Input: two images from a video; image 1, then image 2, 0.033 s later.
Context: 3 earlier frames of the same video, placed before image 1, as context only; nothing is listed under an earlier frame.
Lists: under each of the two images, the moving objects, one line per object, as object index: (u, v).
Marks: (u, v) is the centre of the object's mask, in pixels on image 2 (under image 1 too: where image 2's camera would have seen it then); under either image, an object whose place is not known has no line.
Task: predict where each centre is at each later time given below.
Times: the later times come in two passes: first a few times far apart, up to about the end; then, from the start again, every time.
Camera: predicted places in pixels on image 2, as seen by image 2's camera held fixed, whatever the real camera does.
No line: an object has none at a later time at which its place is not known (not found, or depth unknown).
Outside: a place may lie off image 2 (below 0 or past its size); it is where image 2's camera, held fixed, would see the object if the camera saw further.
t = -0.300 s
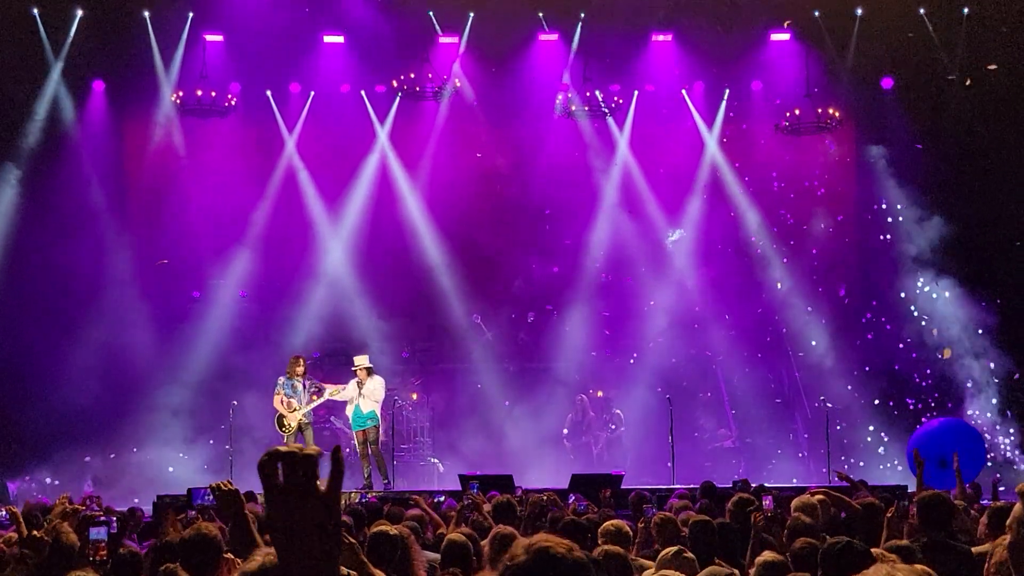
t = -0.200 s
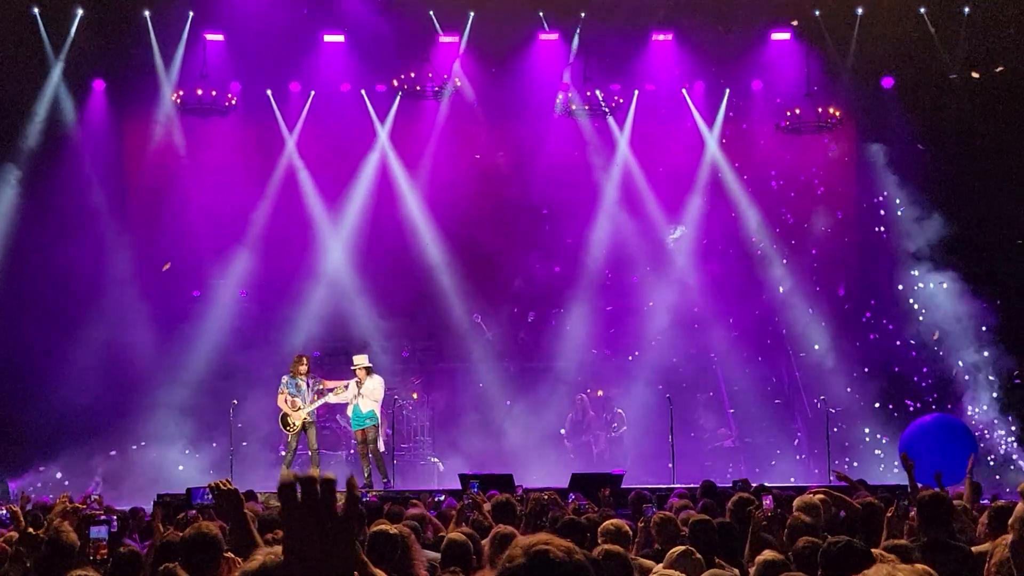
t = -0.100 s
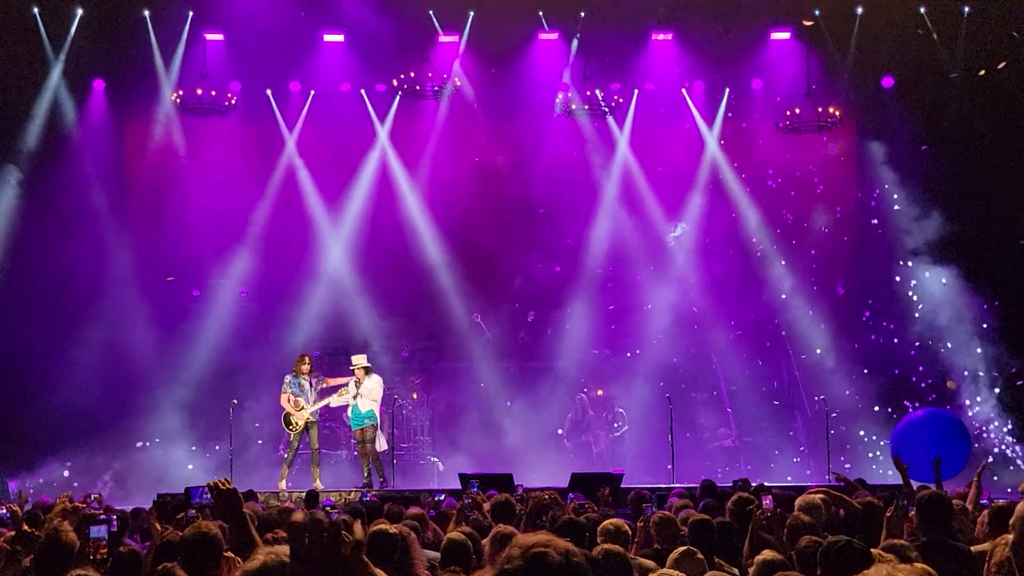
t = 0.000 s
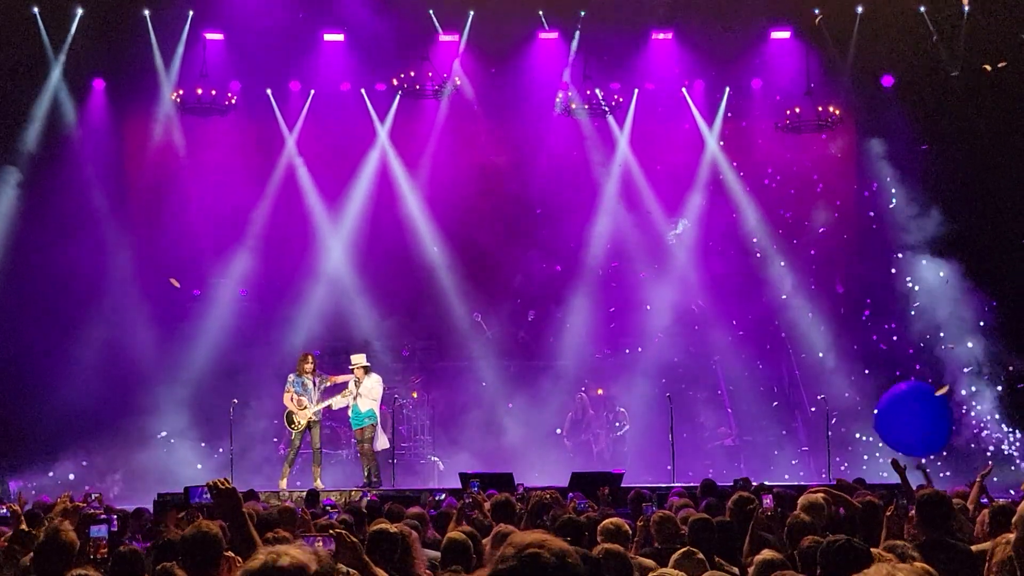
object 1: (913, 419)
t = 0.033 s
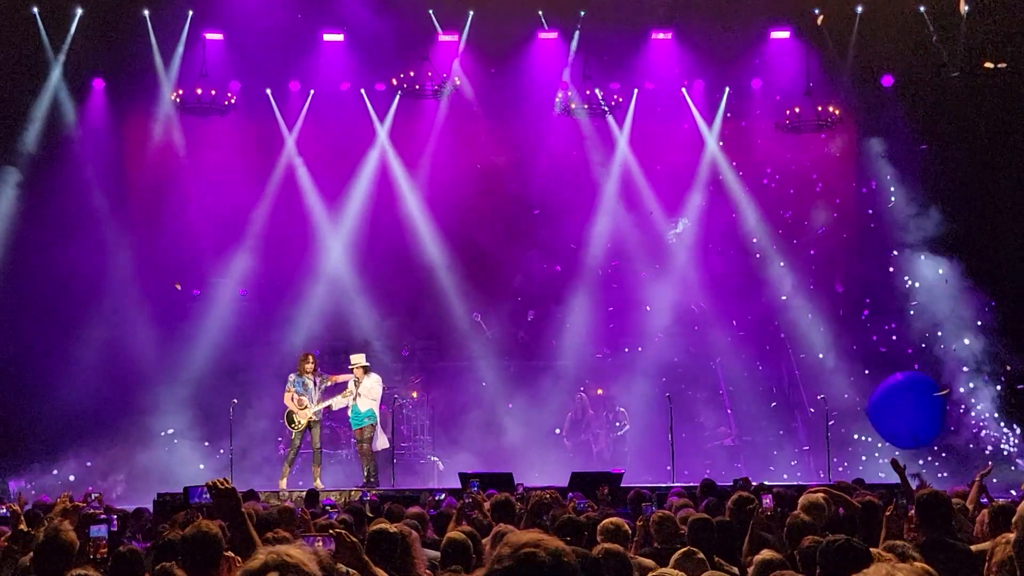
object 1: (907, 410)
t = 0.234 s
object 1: (878, 366)
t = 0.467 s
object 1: (853, 330)
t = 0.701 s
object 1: (836, 305)
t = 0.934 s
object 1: (827, 288)
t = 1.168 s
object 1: (821, 285)
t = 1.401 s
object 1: (814, 289)
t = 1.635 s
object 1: (807, 298)
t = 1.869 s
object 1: (800, 312)
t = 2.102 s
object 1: (795, 329)
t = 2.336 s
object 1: (792, 352)
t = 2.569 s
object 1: (789, 380)
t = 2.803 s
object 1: (785, 411)
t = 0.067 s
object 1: (901, 402)
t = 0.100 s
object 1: (896, 393)
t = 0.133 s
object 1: (892, 386)
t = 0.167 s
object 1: (887, 378)
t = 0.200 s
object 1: (882, 372)
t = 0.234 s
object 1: (878, 366)
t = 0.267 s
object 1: (874, 360)
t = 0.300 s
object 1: (870, 355)
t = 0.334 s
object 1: (867, 350)
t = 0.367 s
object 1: (863, 345)
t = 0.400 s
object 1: (859, 340)
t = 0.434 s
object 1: (856, 335)
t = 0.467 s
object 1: (853, 330)
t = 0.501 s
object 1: (849, 326)
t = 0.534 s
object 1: (847, 321)
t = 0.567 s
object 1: (845, 317)
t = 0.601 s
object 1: (842, 314)
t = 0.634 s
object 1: (840, 311)
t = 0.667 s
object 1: (838, 308)
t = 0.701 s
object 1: (836, 305)
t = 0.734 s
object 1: (834, 302)
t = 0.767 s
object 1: (833, 299)
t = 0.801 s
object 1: (831, 296)
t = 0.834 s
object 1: (830, 294)
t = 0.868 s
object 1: (829, 292)
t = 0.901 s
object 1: (828, 289)
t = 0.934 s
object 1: (827, 288)
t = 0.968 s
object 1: (826, 287)
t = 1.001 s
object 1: (825, 286)
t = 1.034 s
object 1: (825, 285)
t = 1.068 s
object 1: (824, 284)
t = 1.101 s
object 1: (823, 285)
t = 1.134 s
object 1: (822, 284)
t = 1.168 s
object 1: (821, 285)
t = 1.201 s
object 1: (820, 285)
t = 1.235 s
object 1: (819, 285)
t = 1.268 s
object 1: (818, 286)
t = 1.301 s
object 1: (817, 287)
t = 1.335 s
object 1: (816, 287)
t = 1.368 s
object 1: (815, 288)
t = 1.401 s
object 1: (814, 289)
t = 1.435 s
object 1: (813, 290)
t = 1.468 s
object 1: (812, 291)
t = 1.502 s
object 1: (811, 292)
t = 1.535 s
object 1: (810, 294)
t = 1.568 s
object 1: (809, 295)
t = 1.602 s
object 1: (808, 297)
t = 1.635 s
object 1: (807, 298)
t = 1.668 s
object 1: (806, 300)
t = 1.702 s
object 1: (805, 302)
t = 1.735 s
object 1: (804, 304)
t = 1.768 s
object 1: (803, 305)
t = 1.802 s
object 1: (802, 307)
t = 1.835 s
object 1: (801, 309)
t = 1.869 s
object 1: (800, 312)
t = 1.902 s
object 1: (799, 314)
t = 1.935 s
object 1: (798, 316)
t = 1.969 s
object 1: (797, 319)
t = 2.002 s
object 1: (797, 321)
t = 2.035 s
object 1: (796, 323)
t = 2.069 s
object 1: (795, 326)
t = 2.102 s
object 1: (795, 329)
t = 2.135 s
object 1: (794, 332)
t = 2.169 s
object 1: (794, 335)
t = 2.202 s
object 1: (794, 338)
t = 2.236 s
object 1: (793, 341)
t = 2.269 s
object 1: (793, 345)
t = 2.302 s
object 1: (792, 348)
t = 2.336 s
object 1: (792, 352)
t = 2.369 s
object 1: (792, 356)
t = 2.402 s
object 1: (791, 360)
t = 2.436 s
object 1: (791, 364)
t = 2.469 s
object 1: (791, 368)
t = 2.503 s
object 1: (790, 372)
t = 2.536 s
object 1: (790, 376)
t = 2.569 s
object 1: (789, 380)
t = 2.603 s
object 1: (789, 385)
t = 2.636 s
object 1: (788, 389)
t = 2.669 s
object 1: (788, 394)
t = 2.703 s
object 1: (787, 398)
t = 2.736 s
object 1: (787, 403)
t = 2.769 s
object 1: (786, 407)
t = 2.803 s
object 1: (785, 411)
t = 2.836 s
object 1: (784, 416)
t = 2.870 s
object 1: (783, 421)
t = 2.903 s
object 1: (783, 426)
